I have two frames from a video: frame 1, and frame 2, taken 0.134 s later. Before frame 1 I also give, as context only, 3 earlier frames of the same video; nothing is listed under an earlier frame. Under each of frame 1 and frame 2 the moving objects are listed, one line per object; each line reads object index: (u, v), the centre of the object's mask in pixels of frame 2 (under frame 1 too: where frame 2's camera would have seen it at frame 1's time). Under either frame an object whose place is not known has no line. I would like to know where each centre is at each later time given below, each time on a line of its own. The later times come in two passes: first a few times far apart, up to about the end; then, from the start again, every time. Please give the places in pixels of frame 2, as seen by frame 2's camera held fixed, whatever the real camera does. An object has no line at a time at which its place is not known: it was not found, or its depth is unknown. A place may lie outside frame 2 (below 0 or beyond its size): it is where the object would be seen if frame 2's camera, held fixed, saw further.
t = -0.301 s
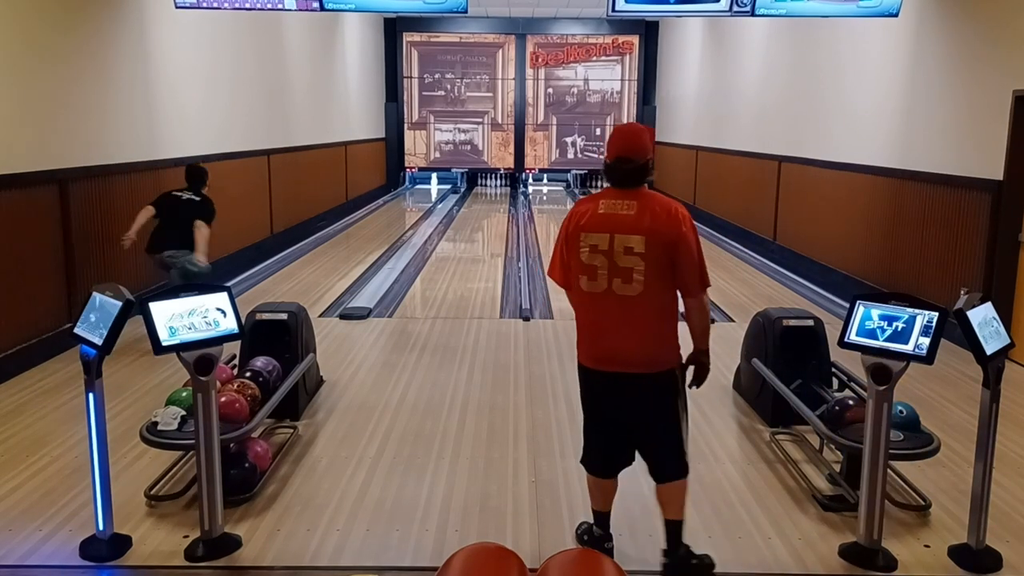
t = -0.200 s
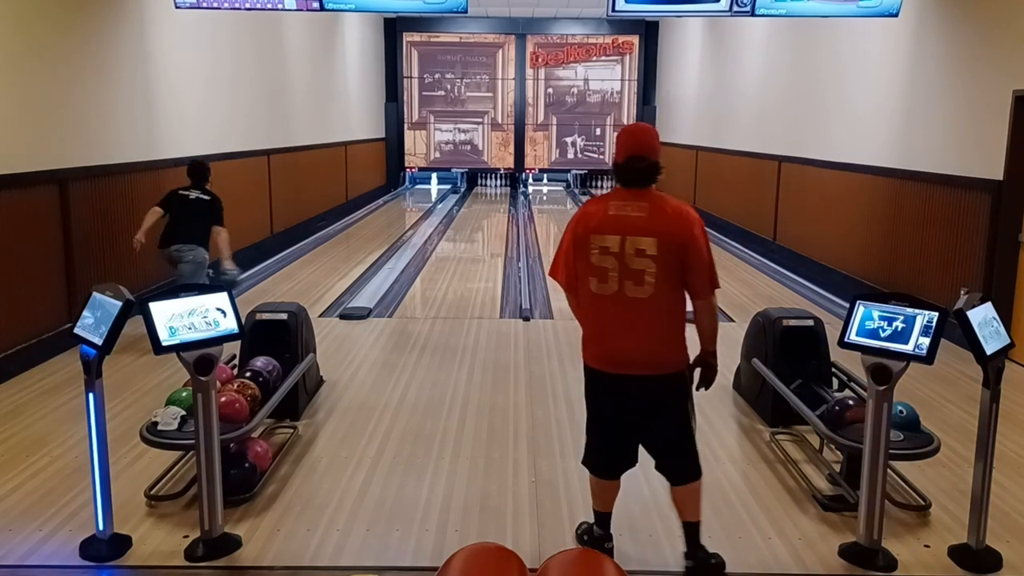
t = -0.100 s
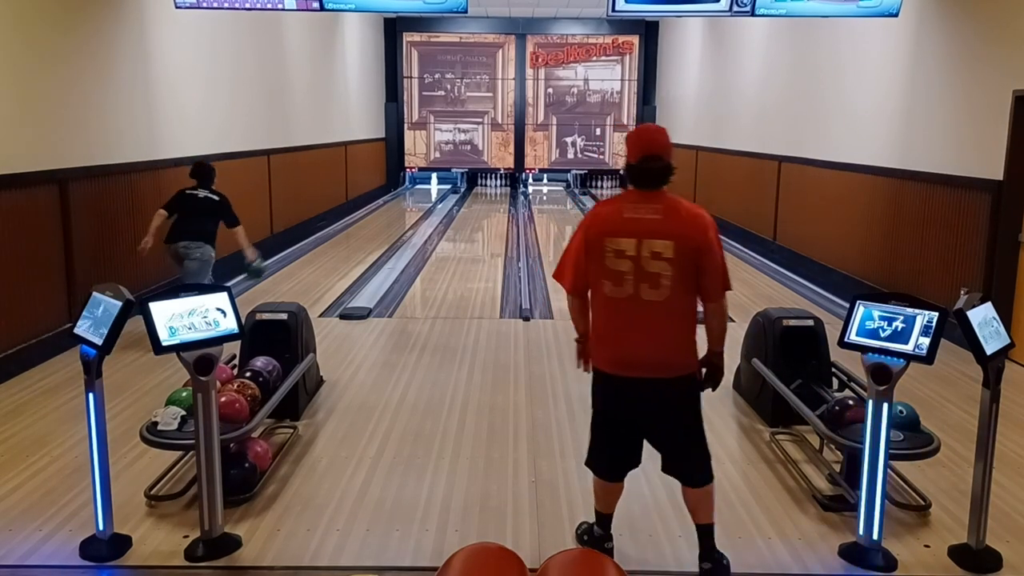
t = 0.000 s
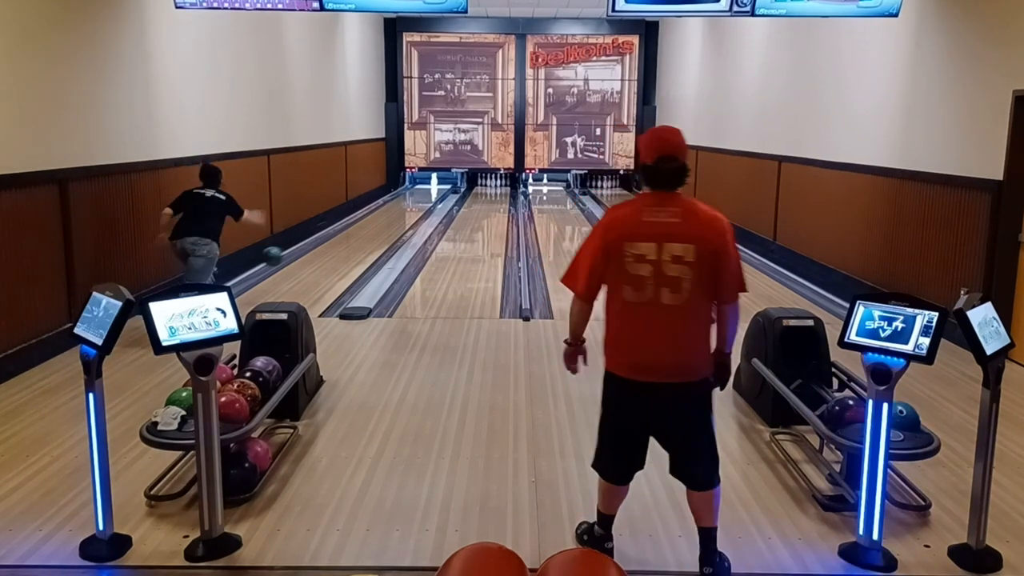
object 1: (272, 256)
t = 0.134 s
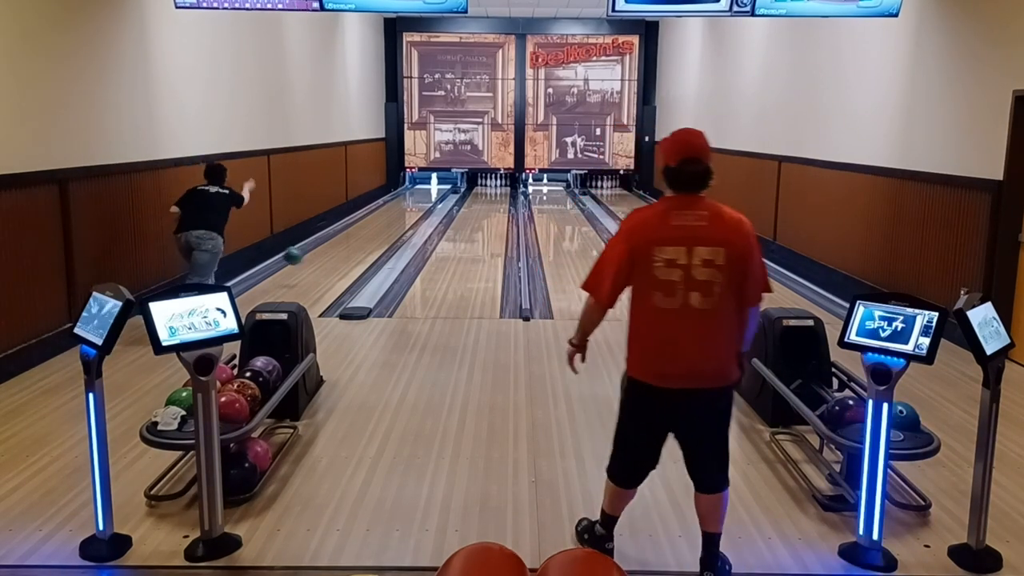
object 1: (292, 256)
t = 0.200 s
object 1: (303, 261)
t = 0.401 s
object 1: (325, 256)
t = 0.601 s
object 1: (343, 244)
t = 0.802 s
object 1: (358, 233)
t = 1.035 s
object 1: (372, 223)
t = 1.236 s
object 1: (382, 216)
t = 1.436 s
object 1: (390, 210)
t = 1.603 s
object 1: (396, 205)
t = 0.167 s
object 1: (297, 258)
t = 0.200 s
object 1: (303, 261)
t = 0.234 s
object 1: (307, 264)
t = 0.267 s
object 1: (311, 266)
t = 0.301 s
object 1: (314, 263)
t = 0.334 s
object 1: (317, 261)
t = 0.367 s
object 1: (321, 259)
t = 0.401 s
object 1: (325, 256)
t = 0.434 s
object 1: (328, 254)
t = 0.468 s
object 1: (331, 252)
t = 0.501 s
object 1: (334, 250)
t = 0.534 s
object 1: (337, 247)
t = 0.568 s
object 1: (340, 245)
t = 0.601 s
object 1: (343, 244)
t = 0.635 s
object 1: (346, 242)
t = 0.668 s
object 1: (348, 240)
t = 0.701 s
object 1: (351, 238)
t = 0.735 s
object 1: (353, 237)
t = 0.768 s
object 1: (355, 235)
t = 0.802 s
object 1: (358, 233)
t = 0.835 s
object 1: (360, 231)
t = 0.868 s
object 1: (362, 230)
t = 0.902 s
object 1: (364, 229)
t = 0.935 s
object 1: (366, 227)
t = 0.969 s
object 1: (368, 226)
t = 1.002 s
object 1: (370, 224)
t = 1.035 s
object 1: (372, 223)
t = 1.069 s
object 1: (374, 222)
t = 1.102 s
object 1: (375, 221)
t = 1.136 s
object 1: (377, 219)
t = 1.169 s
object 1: (379, 218)
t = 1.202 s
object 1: (380, 217)
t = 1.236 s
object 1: (382, 216)
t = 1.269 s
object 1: (383, 215)
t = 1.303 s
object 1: (385, 214)
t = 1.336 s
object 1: (386, 213)
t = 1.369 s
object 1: (388, 212)
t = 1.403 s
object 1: (389, 211)
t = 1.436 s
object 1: (390, 210)
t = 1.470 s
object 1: (391, 209)
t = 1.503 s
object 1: (392, 208)
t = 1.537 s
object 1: (393, 207)
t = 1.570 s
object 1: (395, 206)
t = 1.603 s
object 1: (396, 205)
